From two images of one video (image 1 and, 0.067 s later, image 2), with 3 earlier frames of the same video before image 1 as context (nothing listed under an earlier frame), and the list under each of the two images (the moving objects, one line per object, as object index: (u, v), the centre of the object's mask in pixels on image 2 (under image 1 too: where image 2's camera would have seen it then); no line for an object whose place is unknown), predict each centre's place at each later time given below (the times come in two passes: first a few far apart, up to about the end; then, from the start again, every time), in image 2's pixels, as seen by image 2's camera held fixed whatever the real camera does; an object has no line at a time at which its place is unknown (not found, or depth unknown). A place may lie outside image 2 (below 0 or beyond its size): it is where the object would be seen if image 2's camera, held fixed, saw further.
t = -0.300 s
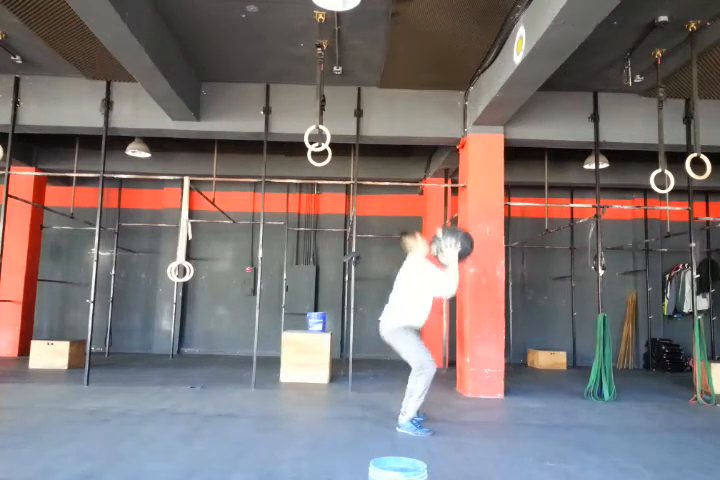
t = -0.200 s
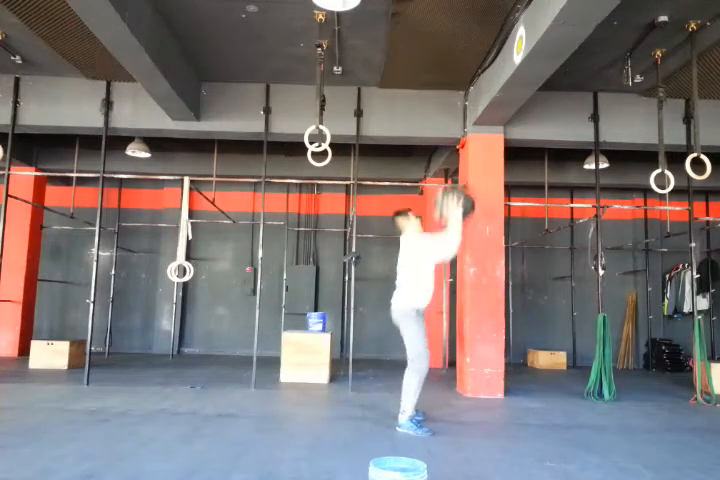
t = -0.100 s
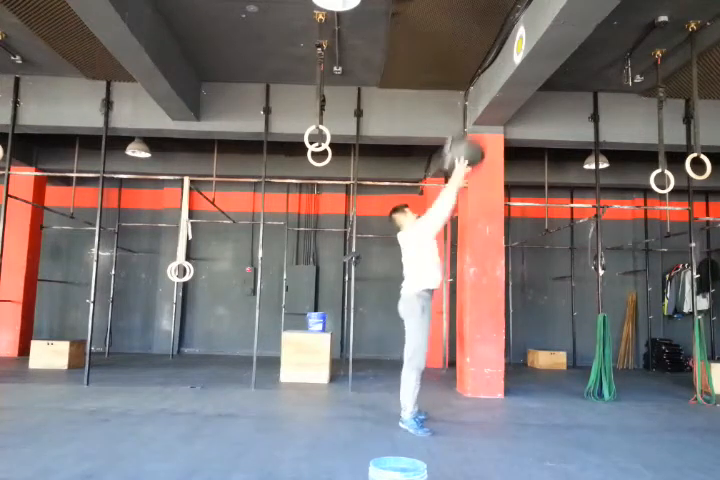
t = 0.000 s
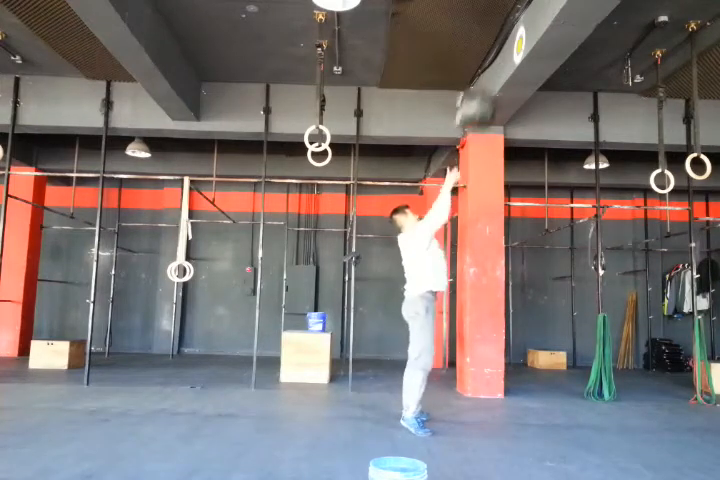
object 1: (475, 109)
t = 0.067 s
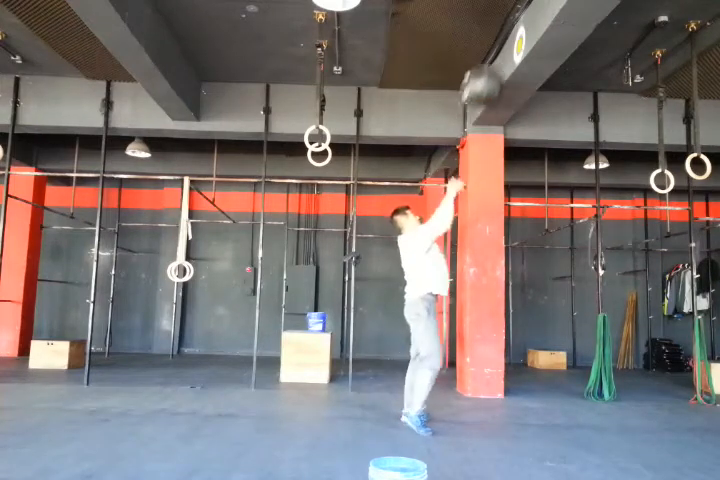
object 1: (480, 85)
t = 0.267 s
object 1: (501, 48)
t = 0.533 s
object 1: (486, 66)
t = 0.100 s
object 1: (484, 76)
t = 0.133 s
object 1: (488, 67)
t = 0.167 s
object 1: (492, 61)
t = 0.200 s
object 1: (498, 54)
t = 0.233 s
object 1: (501, 50)
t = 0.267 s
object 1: (501, 48)
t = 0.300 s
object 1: (500, 46)
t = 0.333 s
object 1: (499, 45)
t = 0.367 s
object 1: (497, 46)
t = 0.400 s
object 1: (496, 47)
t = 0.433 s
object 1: (492, 50)
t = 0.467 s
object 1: (491, 54)
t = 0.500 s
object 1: (488, 60)
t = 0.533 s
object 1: (486, 66)
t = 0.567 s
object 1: (484, 73)
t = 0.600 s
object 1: (481, 83)
